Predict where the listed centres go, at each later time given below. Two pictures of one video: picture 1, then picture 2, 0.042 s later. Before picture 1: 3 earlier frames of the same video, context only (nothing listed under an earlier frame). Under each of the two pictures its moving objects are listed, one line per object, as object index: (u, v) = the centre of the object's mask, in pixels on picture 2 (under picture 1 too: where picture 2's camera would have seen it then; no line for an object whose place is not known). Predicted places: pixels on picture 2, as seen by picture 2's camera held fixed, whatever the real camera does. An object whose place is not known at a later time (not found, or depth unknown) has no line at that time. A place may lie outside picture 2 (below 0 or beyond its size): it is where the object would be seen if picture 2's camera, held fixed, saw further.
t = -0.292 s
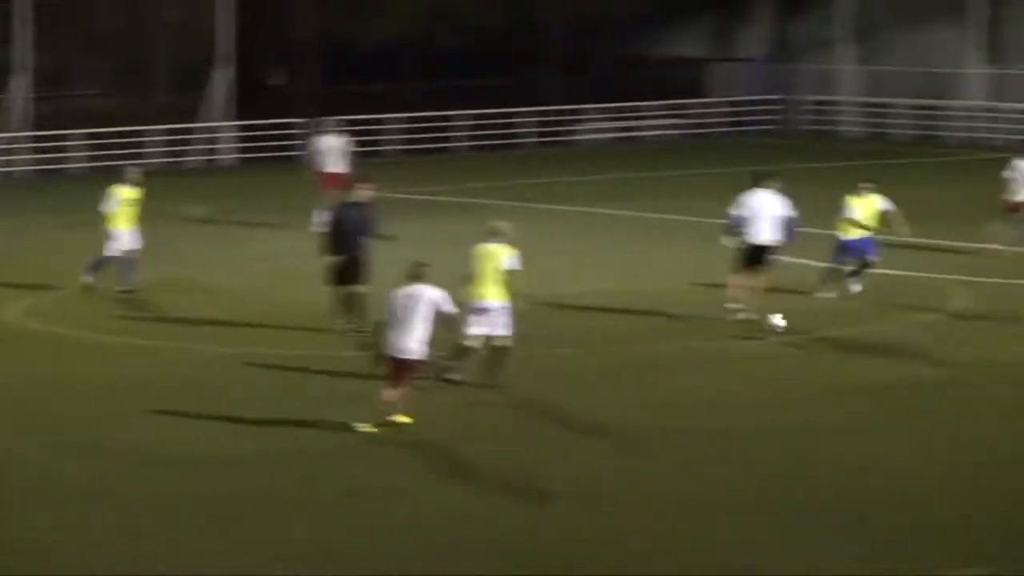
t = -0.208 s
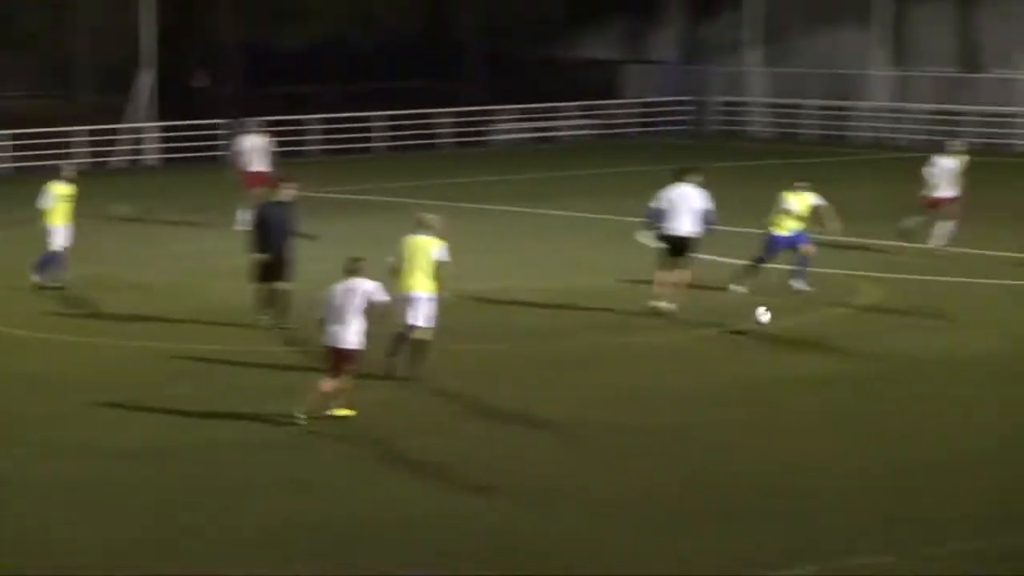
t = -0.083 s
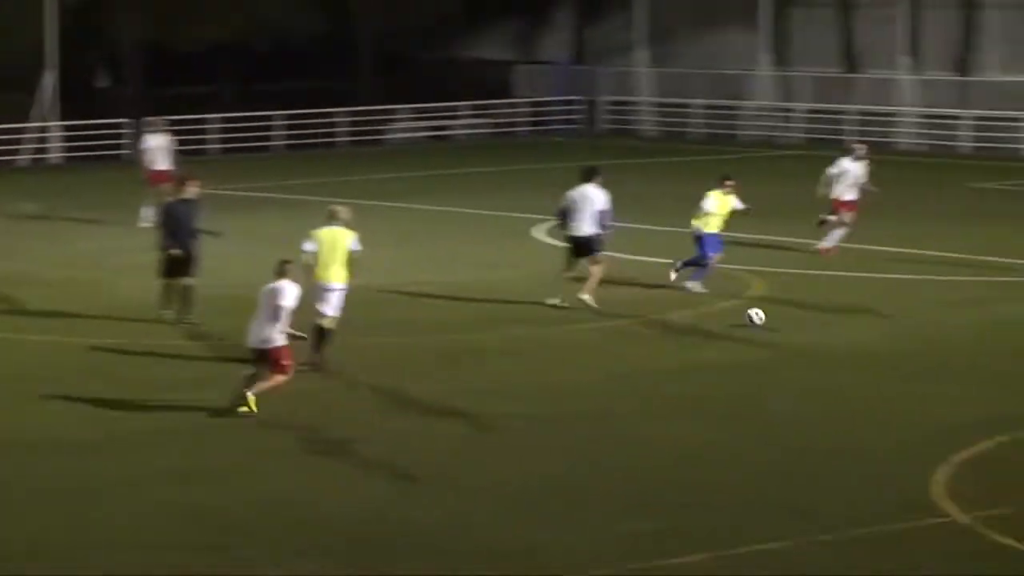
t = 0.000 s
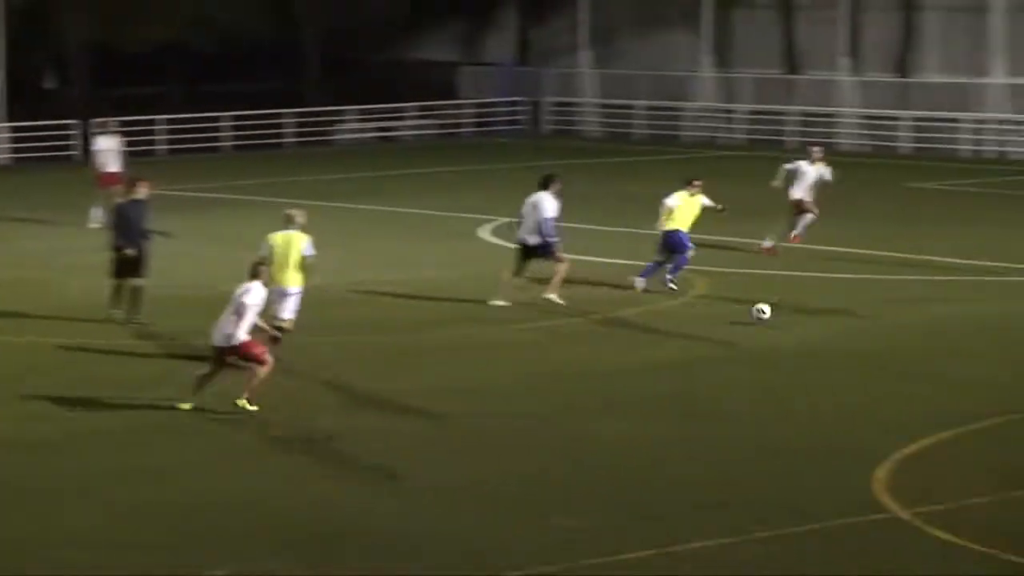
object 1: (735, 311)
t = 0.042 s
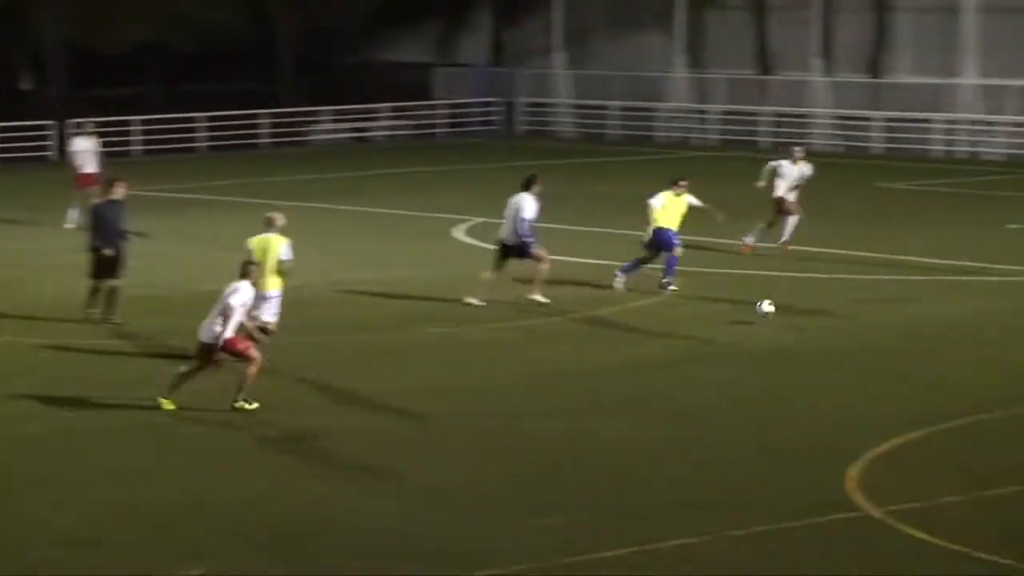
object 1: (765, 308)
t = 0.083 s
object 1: (795, 307)
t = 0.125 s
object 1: (823, 307)
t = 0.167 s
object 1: (851, 309)
